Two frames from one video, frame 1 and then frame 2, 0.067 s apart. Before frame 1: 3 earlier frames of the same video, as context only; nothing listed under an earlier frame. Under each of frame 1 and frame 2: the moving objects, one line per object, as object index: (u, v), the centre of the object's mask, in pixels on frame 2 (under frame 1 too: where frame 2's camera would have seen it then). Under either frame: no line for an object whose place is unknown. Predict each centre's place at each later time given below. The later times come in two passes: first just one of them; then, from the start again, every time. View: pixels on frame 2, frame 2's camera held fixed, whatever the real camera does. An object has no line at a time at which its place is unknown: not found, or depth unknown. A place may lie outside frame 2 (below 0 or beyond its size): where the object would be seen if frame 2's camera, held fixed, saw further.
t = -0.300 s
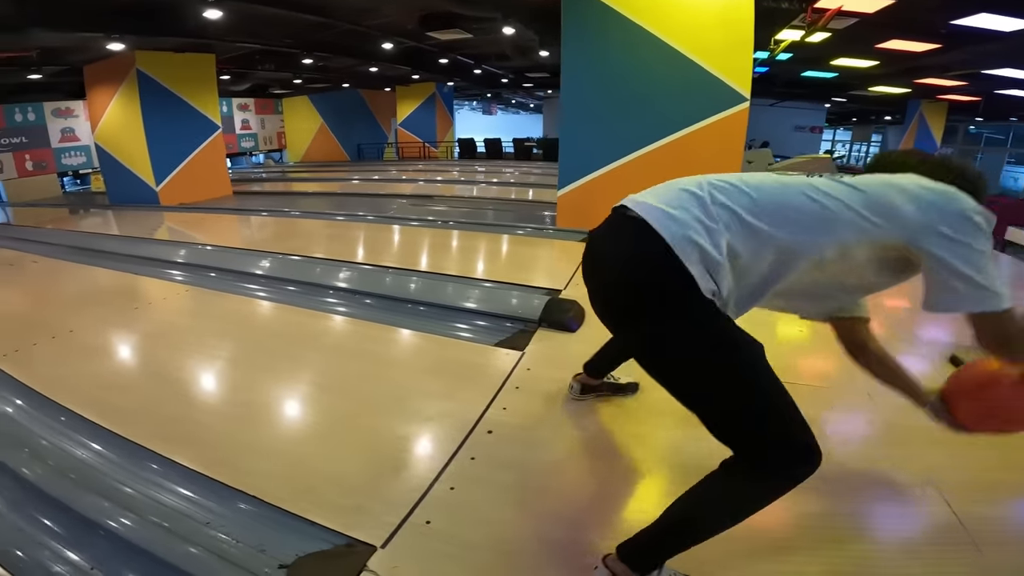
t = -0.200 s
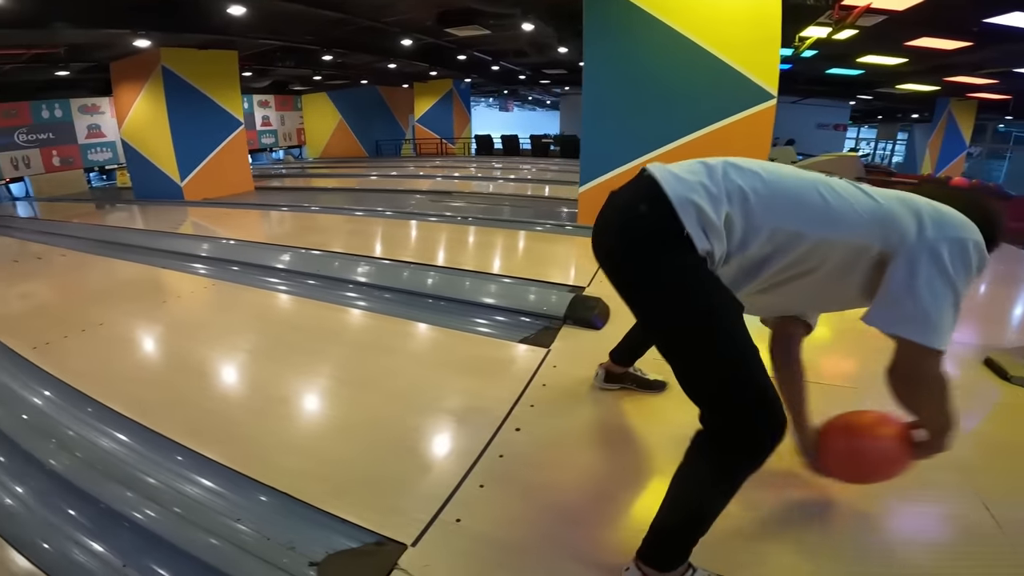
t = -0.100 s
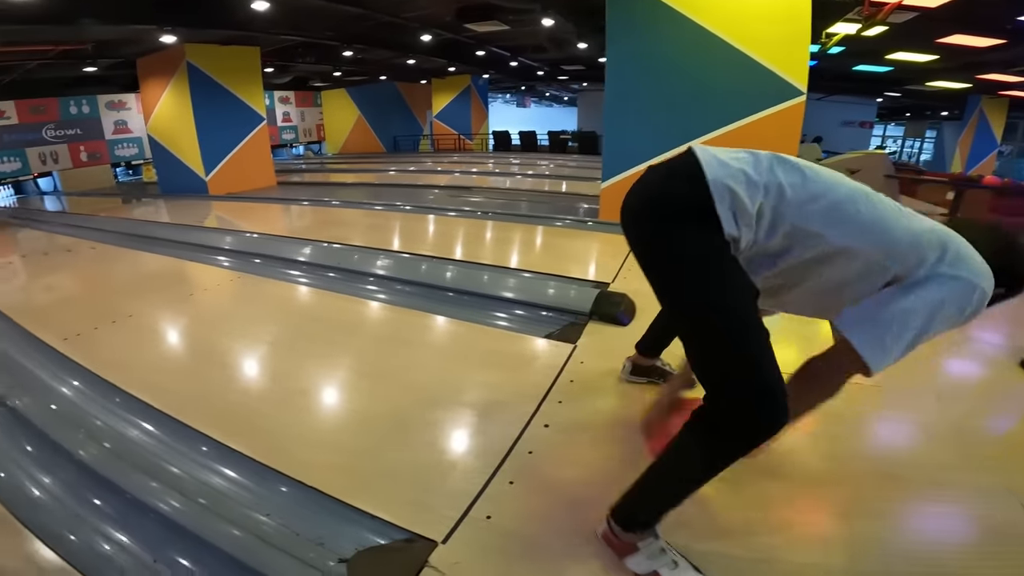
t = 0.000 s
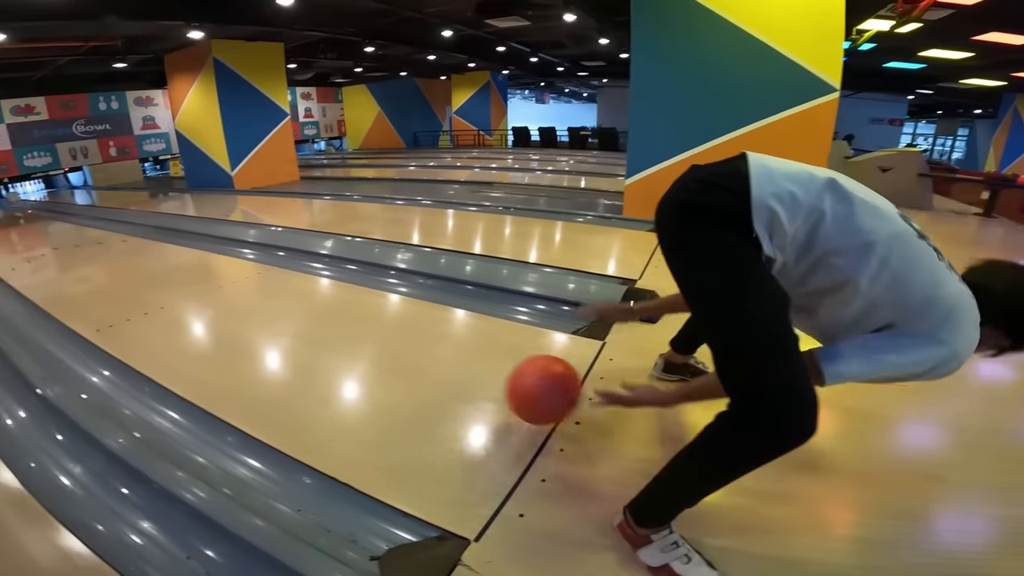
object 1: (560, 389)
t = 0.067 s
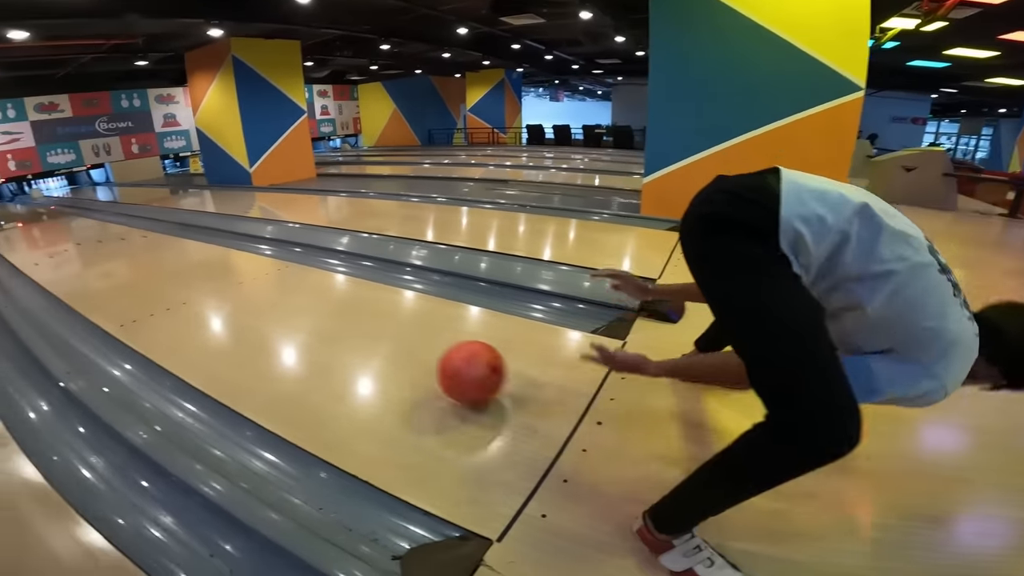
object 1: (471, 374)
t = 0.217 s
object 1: (332, 328)
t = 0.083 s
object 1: (452, 370)
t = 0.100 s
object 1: (434, 363)
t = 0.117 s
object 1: (417, 357)
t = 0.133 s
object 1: (401, 352)
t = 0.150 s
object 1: (385, 347)
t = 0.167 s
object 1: (371, 342)
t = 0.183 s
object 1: (357, 337)
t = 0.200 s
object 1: (344, 332)
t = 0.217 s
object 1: (332, 328)
